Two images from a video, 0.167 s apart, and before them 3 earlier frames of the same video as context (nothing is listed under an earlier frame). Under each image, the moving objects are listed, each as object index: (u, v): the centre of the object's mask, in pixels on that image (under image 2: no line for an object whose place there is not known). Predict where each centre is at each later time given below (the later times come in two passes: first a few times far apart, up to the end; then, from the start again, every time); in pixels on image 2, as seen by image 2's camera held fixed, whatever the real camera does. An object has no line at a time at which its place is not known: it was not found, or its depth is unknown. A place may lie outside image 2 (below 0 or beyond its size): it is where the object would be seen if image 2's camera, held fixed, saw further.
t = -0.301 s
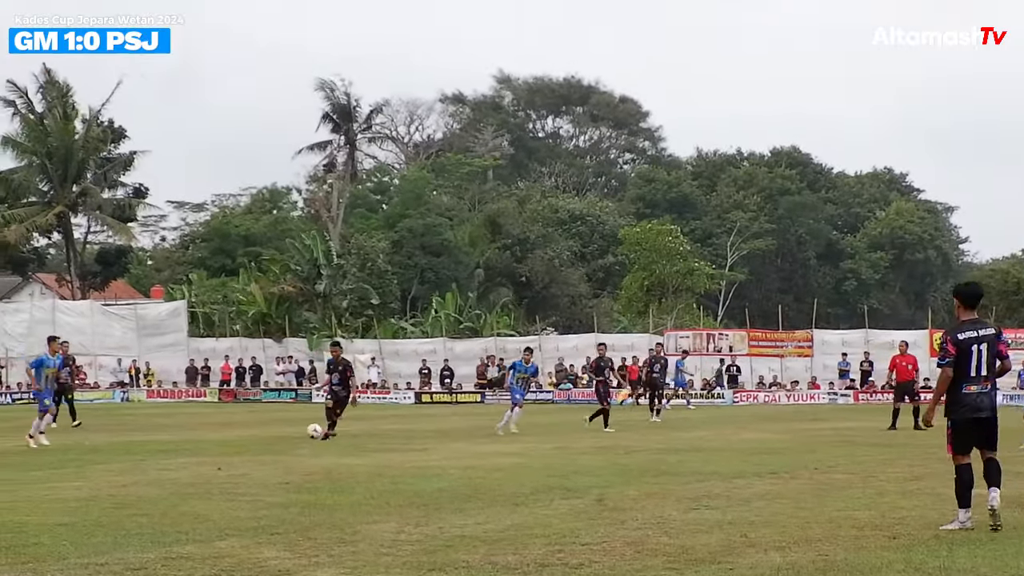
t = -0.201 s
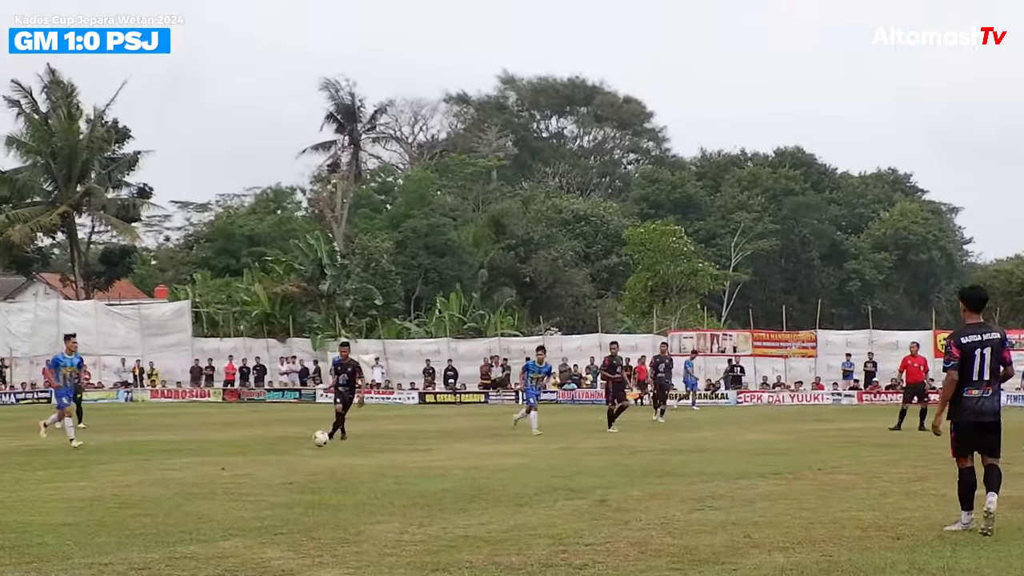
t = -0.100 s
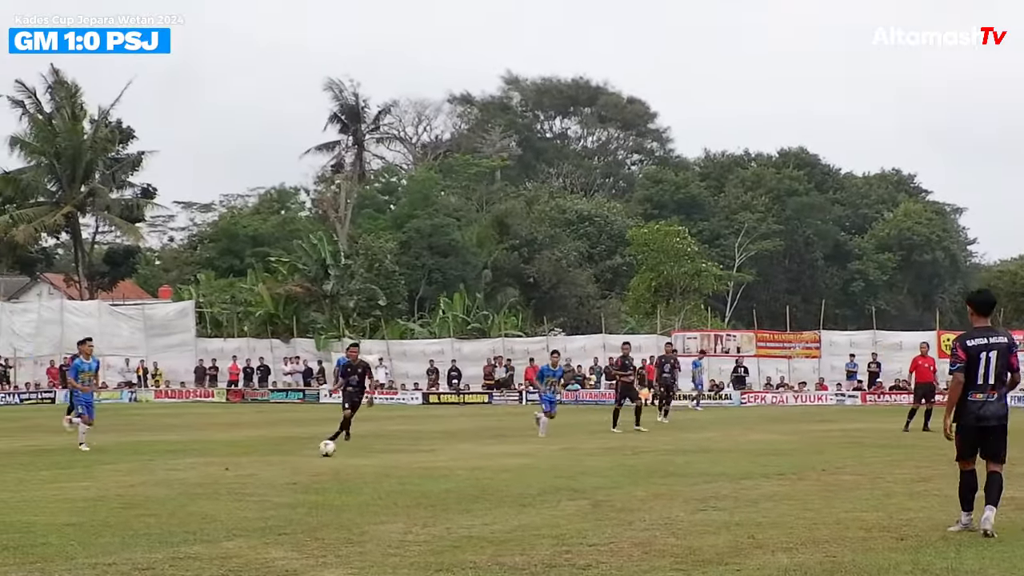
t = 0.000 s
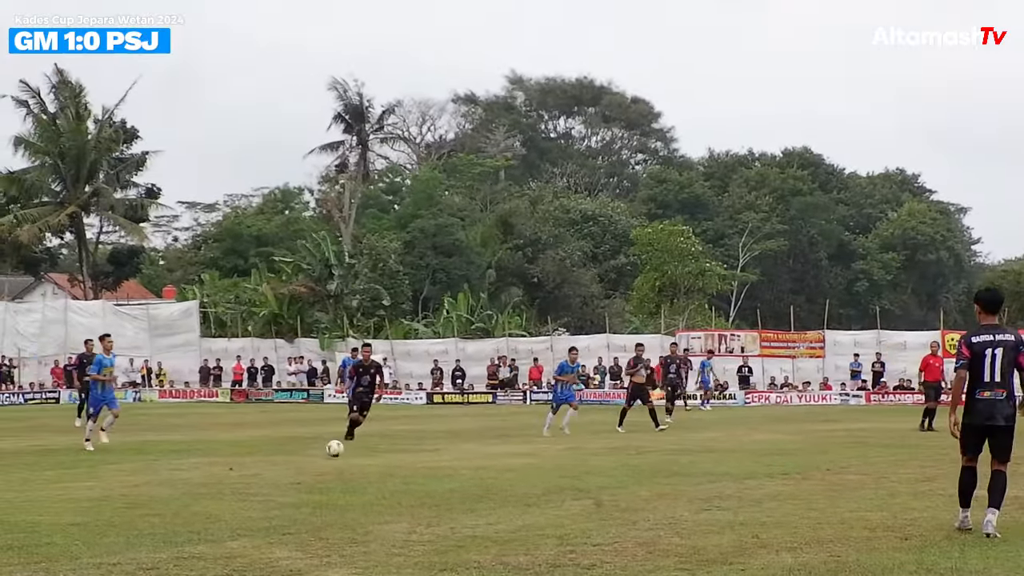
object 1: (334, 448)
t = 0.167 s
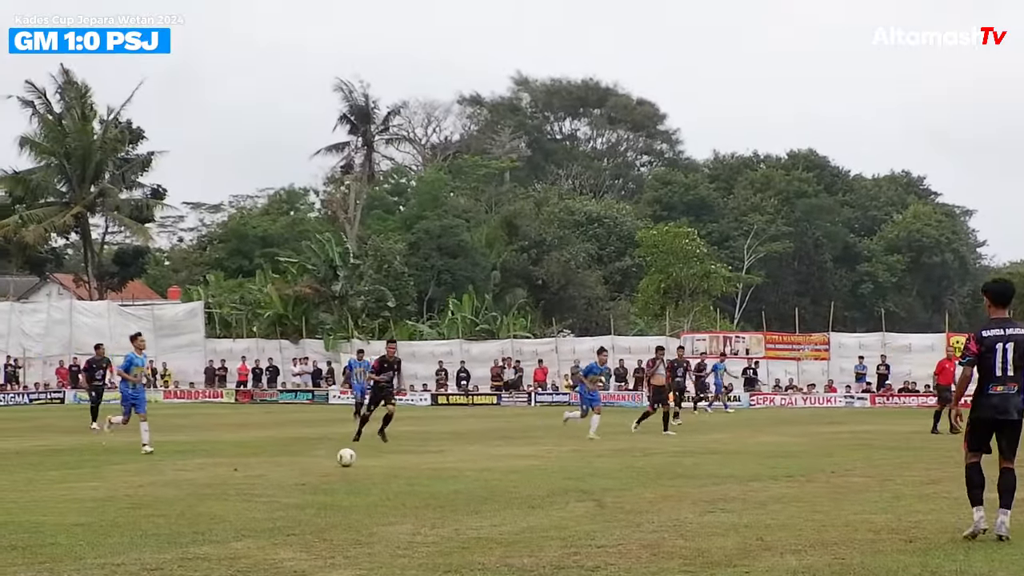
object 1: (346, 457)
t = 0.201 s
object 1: (347, 460)
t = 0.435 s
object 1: (358, 468)
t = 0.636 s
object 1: (369, 474)
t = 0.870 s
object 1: (383, 481)
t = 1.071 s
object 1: (394, 486)
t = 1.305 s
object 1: (408, 490)
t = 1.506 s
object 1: (421, 498)
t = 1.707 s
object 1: (436, 506)
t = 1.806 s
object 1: (442, 512)
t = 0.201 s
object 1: (347, 460)
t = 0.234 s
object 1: (349, 461)
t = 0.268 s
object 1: (350, 461)
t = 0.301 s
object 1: (352, 462)
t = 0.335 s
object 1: (354, 464)
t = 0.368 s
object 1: (355, 465)
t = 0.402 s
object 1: (357, 466)
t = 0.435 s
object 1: (358, 468)
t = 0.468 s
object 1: (360, 469)
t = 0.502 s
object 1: (362, 470)
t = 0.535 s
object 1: (364, 470)
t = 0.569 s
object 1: (365, 471)
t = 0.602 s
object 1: (367, 473)
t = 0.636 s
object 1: (369, 474)
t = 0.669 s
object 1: (371, 474)
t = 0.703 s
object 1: (373, 476)
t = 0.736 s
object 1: (375, 477)
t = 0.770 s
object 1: (377, 478)
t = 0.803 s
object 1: (378, 480)
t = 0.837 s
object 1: (380, 481)
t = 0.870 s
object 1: (383, 481)
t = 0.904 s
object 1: (384, 483)
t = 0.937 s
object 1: (386, 484)
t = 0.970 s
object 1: (388, 485)
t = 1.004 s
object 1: (390, 486)
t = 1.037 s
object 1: (392, 486)
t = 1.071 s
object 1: (394, 486)
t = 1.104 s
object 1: (396, 489)
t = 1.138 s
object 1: (398, 491)
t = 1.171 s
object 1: (400, 491)
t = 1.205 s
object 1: (402, 489)
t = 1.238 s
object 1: (404, 488)
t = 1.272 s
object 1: (406, 488)
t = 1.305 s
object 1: (408, 490)
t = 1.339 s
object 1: (410, 493)
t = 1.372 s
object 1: (413, 498)
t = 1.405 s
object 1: (415, 500)
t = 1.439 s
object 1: (417, 498)
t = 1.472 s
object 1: (419, 497)
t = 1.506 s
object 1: (421, 498)
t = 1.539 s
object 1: (424, 501)
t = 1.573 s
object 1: (426, 504)
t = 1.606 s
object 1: (428, 508)
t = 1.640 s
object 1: (431, 510)
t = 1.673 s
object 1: (433, 507)
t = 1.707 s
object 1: (436, 506)
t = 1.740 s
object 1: (437, 507)
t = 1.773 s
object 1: (440, 509)
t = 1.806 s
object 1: (442, 512)
